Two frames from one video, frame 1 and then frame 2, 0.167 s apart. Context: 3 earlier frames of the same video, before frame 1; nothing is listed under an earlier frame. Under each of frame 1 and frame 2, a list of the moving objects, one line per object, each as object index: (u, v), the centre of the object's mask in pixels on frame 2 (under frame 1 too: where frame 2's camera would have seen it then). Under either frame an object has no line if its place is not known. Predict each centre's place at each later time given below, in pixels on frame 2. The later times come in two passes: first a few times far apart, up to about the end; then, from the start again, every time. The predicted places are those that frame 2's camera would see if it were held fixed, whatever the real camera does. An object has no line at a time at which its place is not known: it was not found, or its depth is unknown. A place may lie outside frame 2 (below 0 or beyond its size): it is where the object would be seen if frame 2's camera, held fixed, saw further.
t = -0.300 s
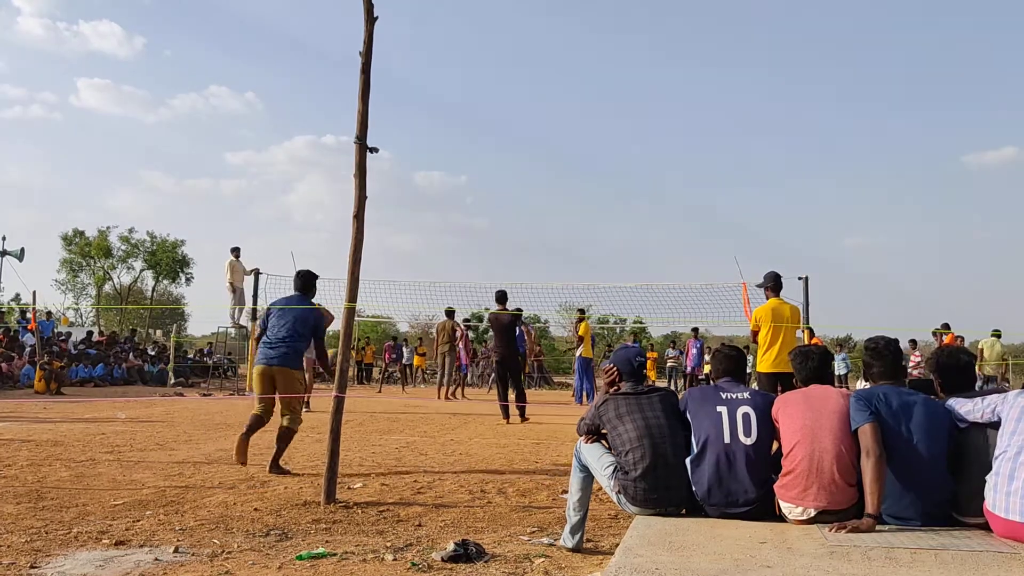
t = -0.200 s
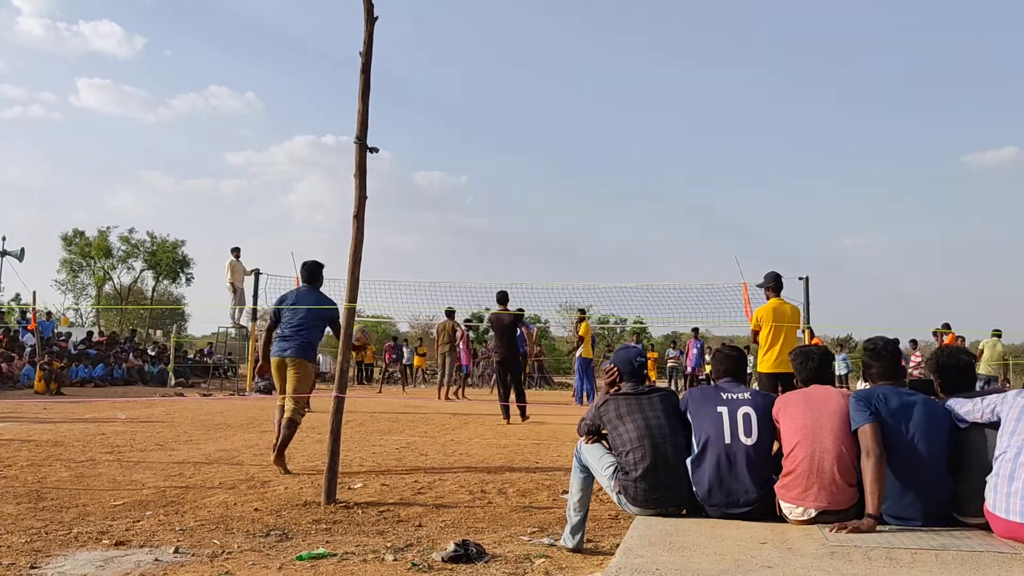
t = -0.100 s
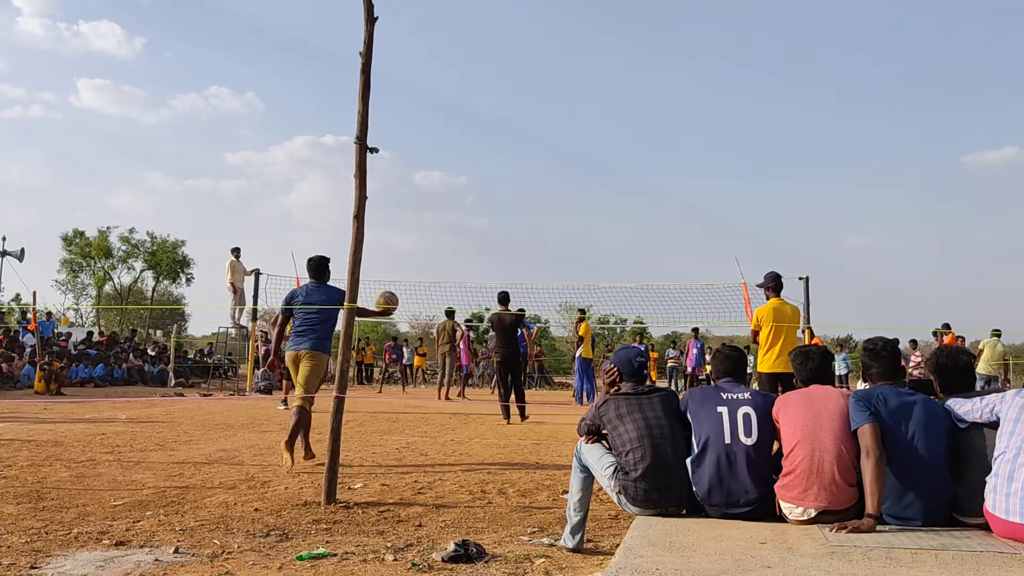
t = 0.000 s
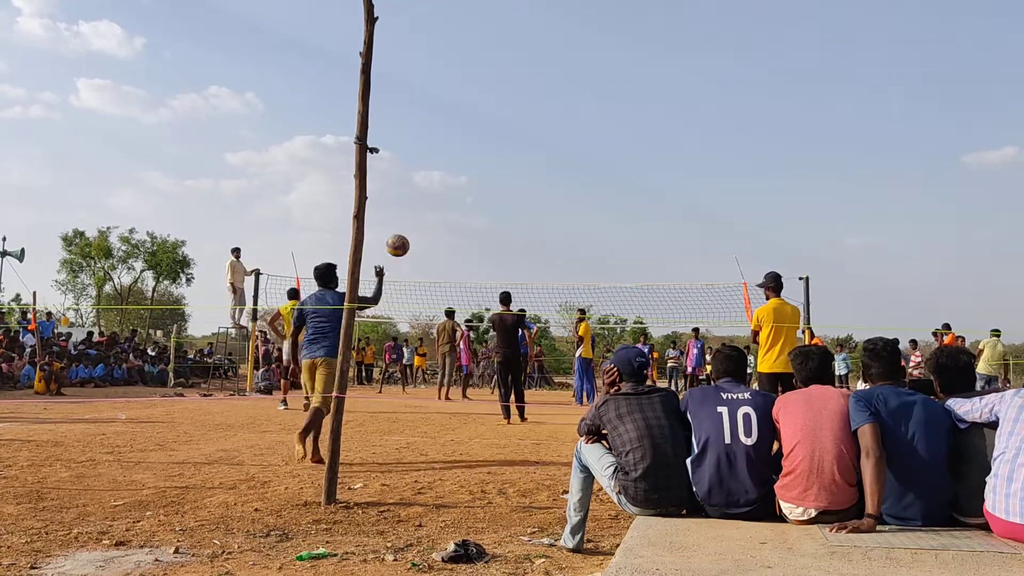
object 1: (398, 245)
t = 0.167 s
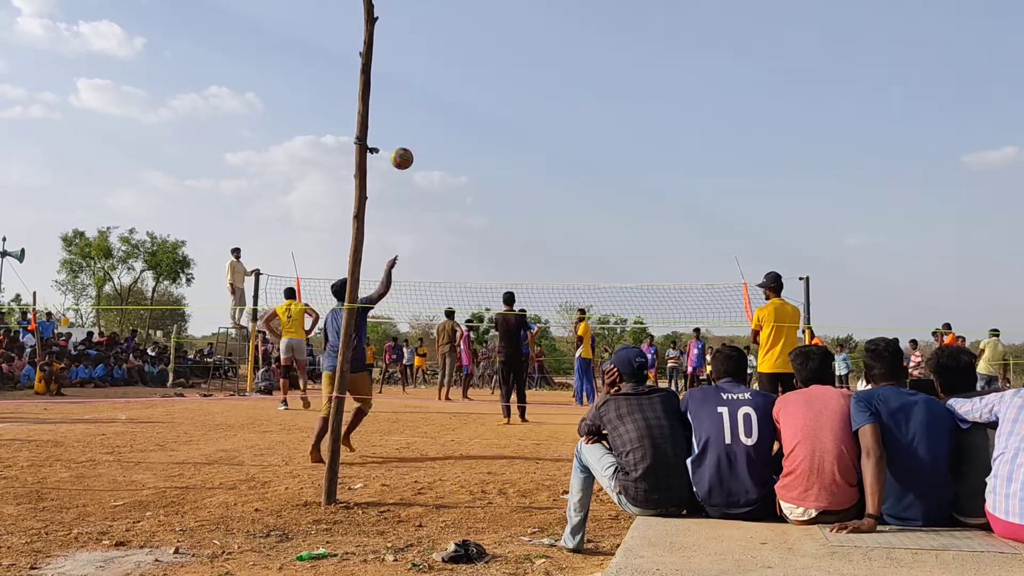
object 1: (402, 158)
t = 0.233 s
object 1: (404, 133)
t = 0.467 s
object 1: (410, 84)
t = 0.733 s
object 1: (416, 93)
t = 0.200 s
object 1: (403, 145)
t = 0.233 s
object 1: (404, 133)
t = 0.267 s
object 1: (405, 123)
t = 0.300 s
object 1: (405, 113)
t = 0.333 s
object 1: (406, 105)
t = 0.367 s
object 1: (407, 98)
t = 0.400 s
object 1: (408, 92)
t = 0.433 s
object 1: (409, 87)
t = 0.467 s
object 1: (410, 84)
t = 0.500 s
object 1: (410, 82)
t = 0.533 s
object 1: (411, 80)
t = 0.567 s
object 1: (412, 80)
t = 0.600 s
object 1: (412, 81)
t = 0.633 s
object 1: (413, 82)
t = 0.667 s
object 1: (414, 85)
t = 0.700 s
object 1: (415, 88)
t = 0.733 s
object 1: (416, 93)
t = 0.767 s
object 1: (416, 99)
